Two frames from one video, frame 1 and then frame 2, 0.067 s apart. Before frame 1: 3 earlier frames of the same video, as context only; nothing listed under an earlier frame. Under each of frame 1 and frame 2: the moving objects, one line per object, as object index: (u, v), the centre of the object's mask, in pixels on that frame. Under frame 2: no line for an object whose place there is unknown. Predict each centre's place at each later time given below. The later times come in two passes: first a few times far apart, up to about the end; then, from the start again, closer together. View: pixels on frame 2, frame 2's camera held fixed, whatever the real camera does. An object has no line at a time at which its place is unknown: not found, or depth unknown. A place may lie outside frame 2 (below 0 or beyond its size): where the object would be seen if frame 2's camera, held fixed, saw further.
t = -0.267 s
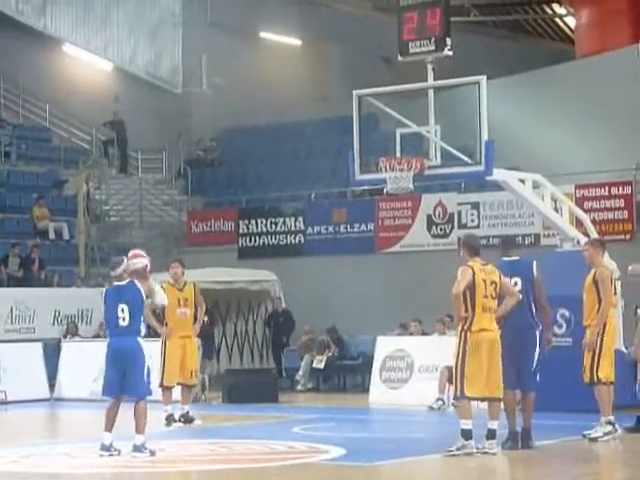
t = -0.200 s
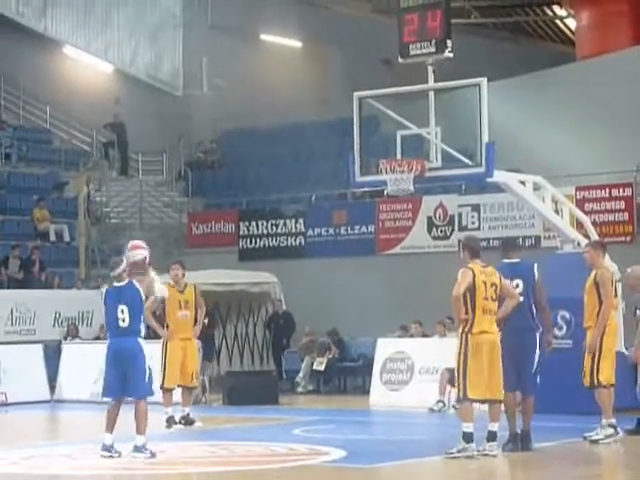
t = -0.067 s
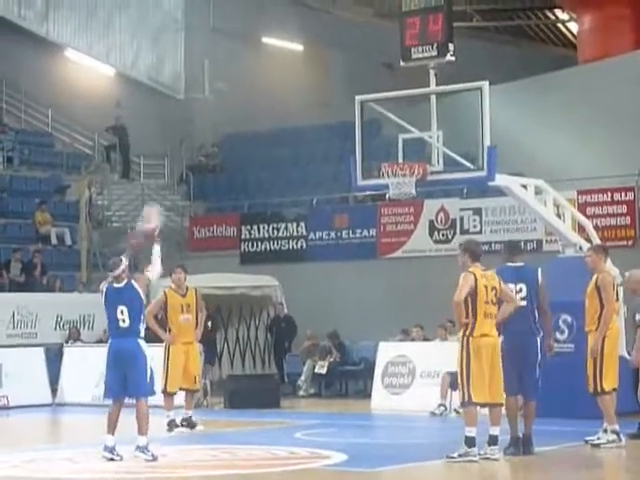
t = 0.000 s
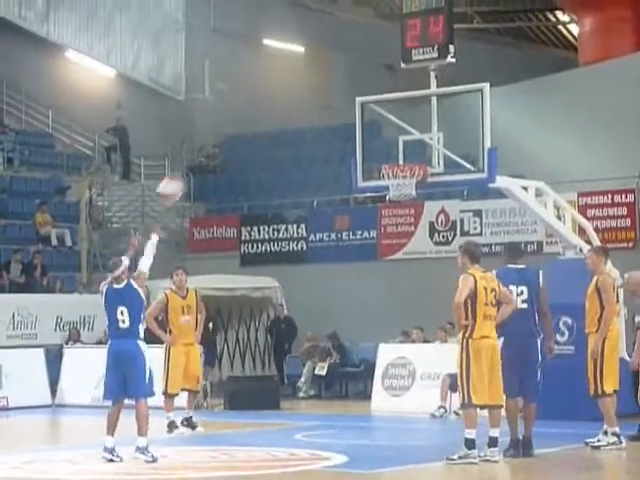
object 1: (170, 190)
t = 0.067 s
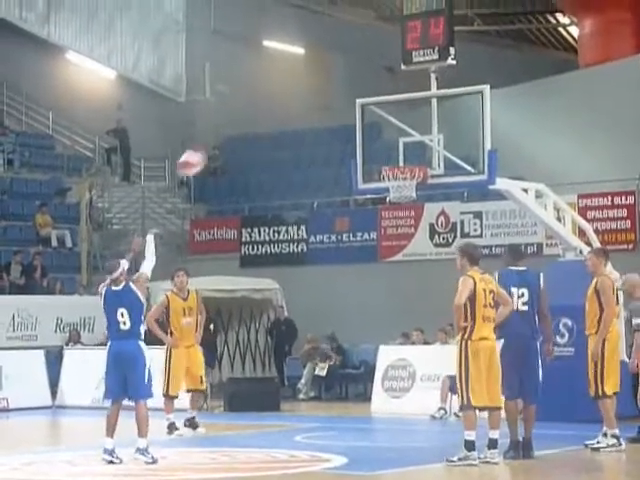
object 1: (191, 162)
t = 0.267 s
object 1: (250, 109)
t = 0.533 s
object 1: (320, 97)
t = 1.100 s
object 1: (403, 209)
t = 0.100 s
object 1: (202, 151)
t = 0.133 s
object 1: (211, 142)
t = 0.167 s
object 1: (220, 131)
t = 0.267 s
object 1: (250, 109)
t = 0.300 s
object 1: (259, 104)
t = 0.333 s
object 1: (268, 100)
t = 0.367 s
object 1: (274, 97)
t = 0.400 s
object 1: (284, 94)
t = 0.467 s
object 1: (301, 94)
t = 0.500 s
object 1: (311, 95)
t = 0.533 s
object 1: (320, 97)
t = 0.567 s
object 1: (329, 100)
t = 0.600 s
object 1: (336, 105)
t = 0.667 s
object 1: (348, 115)
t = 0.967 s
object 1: (407, 190)
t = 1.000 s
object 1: (406, 191)
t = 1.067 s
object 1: (403, 204)
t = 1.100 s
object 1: (403, 209)
